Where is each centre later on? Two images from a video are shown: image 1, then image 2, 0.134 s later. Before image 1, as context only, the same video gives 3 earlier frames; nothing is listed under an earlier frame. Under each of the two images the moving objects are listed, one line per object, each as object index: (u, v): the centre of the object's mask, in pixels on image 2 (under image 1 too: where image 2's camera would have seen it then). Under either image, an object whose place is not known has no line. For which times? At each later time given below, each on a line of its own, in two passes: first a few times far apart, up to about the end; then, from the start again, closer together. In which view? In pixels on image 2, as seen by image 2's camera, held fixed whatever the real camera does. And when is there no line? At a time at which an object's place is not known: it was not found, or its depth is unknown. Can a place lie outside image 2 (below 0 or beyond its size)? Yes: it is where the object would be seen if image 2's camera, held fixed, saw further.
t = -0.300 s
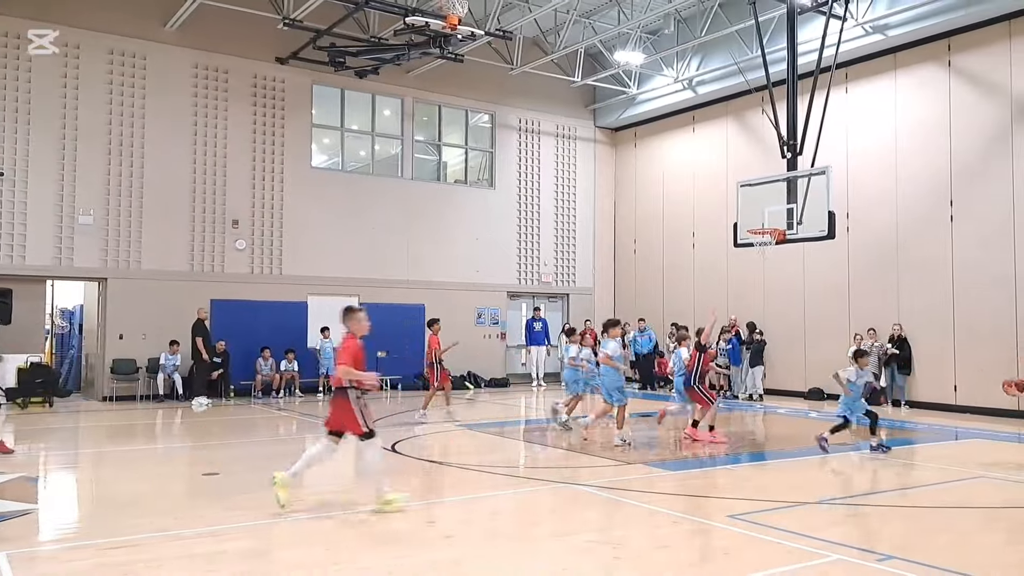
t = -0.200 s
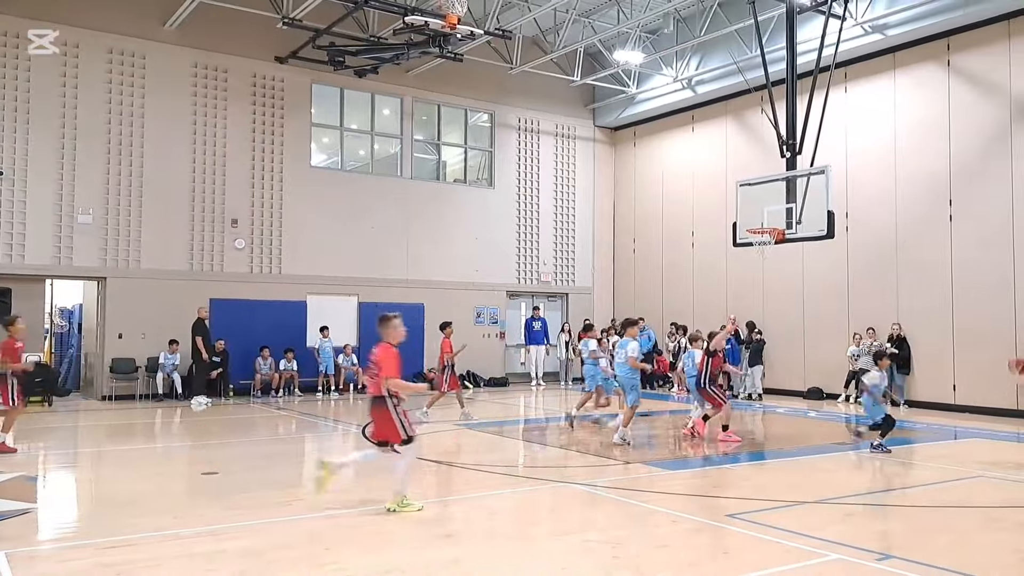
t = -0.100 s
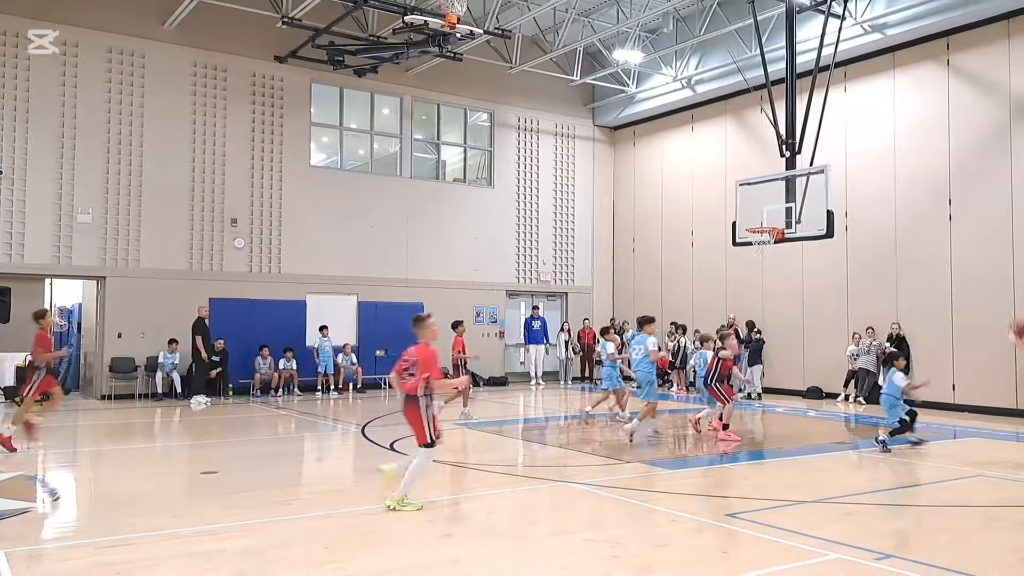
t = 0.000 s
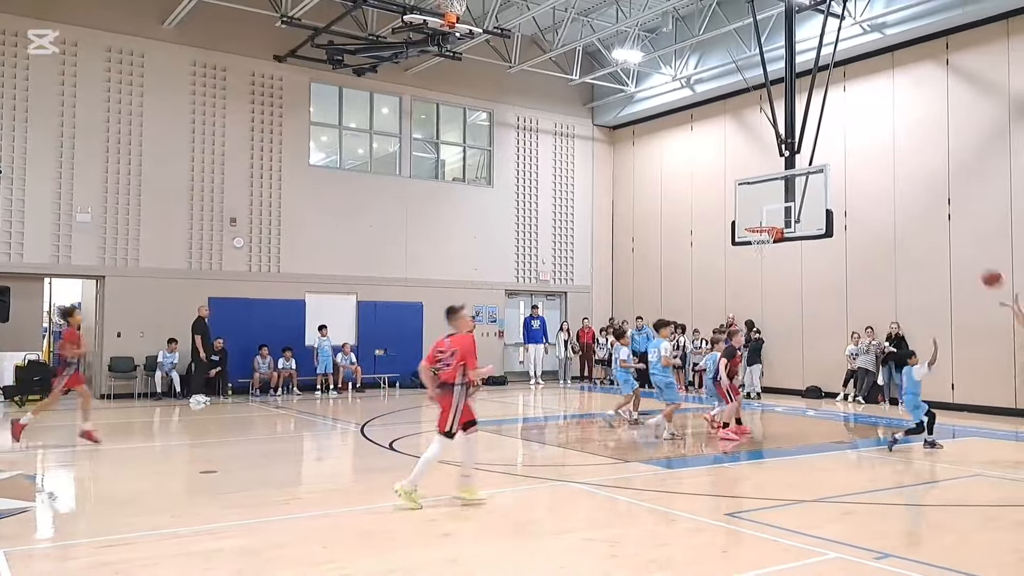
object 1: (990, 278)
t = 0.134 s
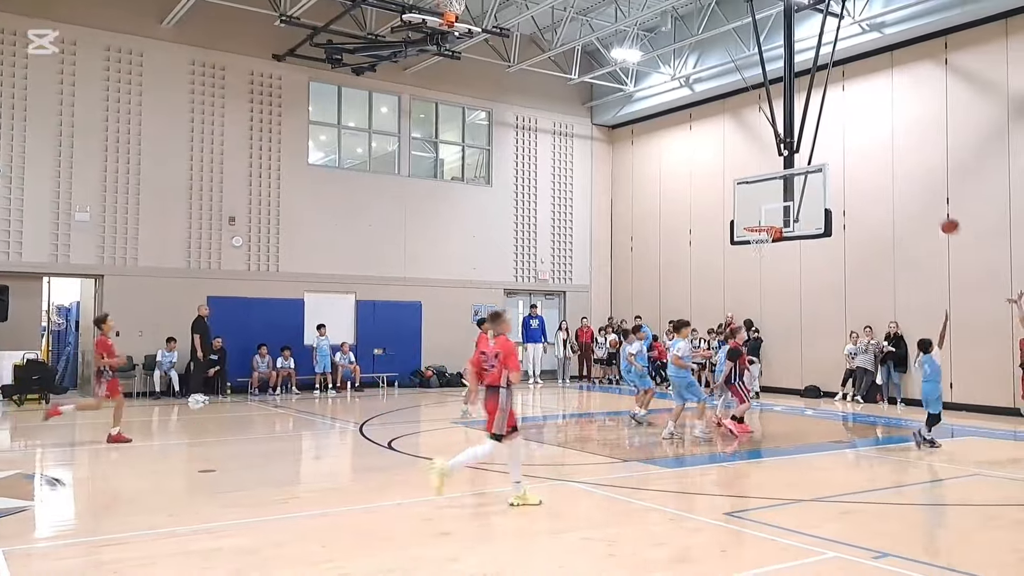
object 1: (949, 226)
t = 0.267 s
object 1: (913, 191)
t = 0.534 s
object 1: (851, 165)
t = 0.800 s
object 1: (800, 187)
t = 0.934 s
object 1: (779, 207)
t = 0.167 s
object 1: (940, 216)
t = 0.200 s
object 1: (931, 206)
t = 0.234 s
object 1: (922, 198)
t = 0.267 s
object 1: (913, 191)
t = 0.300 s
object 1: (905, 184)
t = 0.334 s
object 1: (896, 179)
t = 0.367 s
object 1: (889, 175)
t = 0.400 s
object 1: (881, 171)
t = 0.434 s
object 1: (873, 168)
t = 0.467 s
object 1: (866, 166)
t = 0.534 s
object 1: (851, 165)
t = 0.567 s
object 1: (845, 165)
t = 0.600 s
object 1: (838, 166)
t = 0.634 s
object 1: (831, 168)
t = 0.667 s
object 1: (825, 171)
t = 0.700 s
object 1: (819, 174)
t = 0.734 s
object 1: (812, 178)
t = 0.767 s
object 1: (806, 182)
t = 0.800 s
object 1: (800, 187)
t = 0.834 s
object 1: (793, 193)
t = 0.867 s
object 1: (789, 196)
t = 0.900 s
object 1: (784, 201)
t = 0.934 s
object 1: (779, 207)
